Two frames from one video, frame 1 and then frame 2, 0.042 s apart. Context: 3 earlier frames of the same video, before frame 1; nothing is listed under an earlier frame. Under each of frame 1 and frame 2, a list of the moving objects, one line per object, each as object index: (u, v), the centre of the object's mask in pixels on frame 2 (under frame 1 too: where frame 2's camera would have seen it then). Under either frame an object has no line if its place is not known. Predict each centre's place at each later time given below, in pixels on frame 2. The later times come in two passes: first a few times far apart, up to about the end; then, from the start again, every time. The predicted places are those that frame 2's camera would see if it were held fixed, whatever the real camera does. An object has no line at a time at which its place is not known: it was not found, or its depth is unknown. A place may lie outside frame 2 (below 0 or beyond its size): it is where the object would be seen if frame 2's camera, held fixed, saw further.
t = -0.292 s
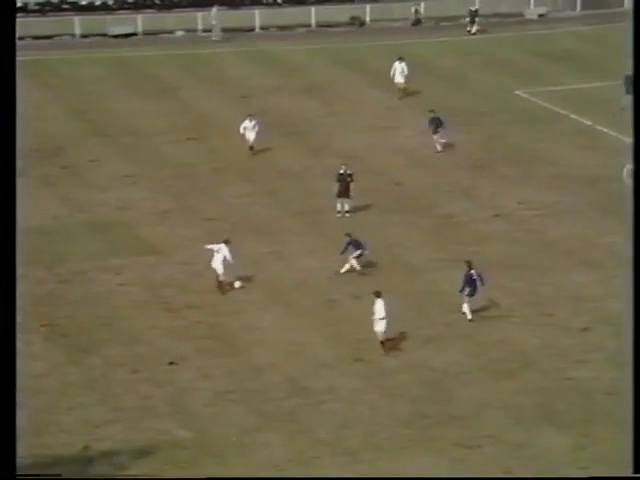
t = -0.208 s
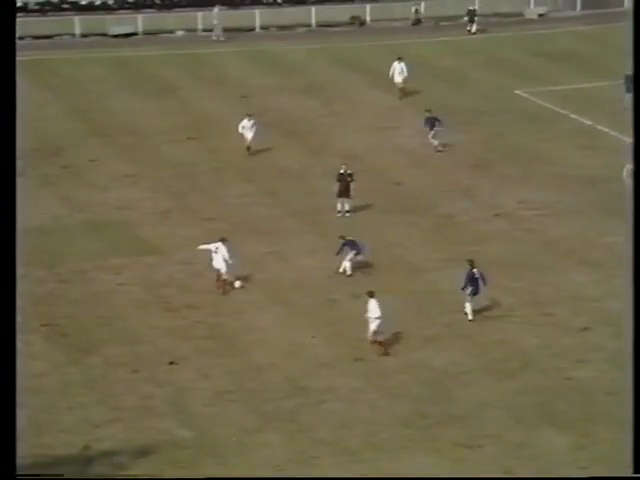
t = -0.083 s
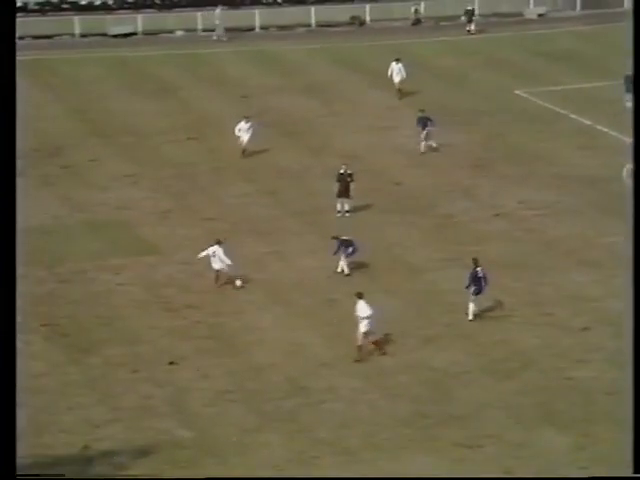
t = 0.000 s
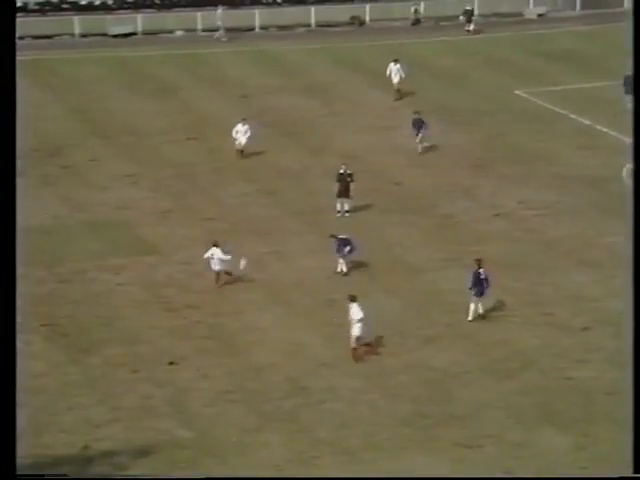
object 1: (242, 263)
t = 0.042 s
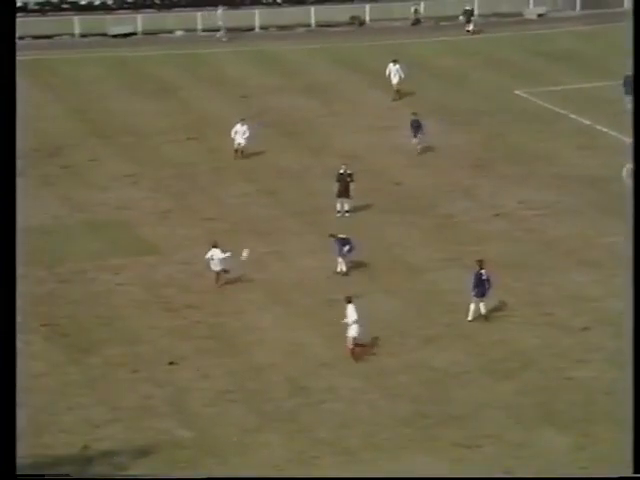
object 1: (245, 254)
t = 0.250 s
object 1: (255, 216)
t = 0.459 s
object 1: (260, 192)
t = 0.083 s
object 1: (247, 245)
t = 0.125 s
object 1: (249, 237)
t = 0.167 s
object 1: (251, 229)
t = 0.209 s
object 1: (253, 223)
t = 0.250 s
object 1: (255, 216)
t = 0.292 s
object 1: (256, 211)
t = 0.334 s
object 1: (257, 205)
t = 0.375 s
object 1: (258, 200)
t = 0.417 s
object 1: (259, 196)
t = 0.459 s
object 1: (260, 192)
